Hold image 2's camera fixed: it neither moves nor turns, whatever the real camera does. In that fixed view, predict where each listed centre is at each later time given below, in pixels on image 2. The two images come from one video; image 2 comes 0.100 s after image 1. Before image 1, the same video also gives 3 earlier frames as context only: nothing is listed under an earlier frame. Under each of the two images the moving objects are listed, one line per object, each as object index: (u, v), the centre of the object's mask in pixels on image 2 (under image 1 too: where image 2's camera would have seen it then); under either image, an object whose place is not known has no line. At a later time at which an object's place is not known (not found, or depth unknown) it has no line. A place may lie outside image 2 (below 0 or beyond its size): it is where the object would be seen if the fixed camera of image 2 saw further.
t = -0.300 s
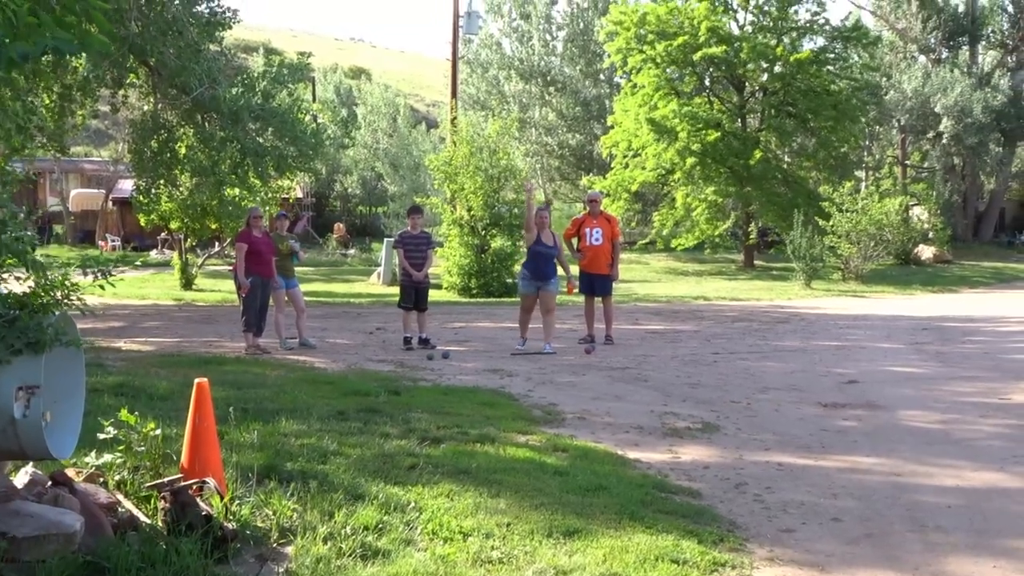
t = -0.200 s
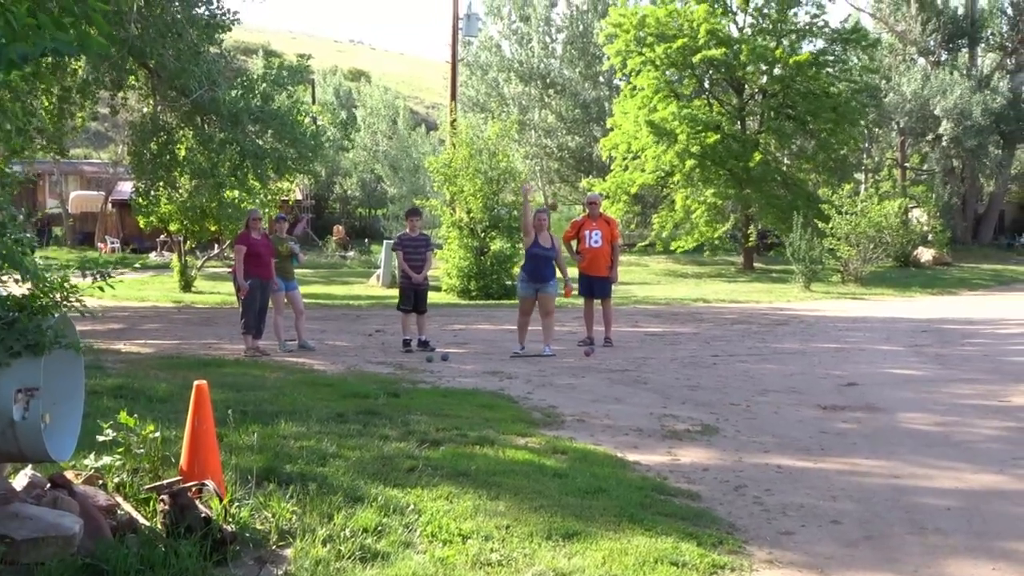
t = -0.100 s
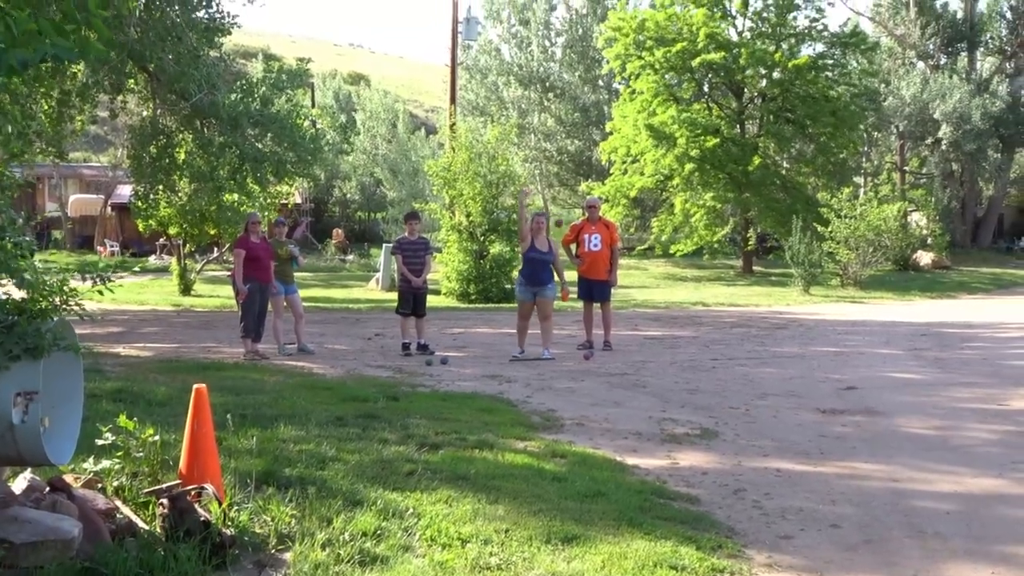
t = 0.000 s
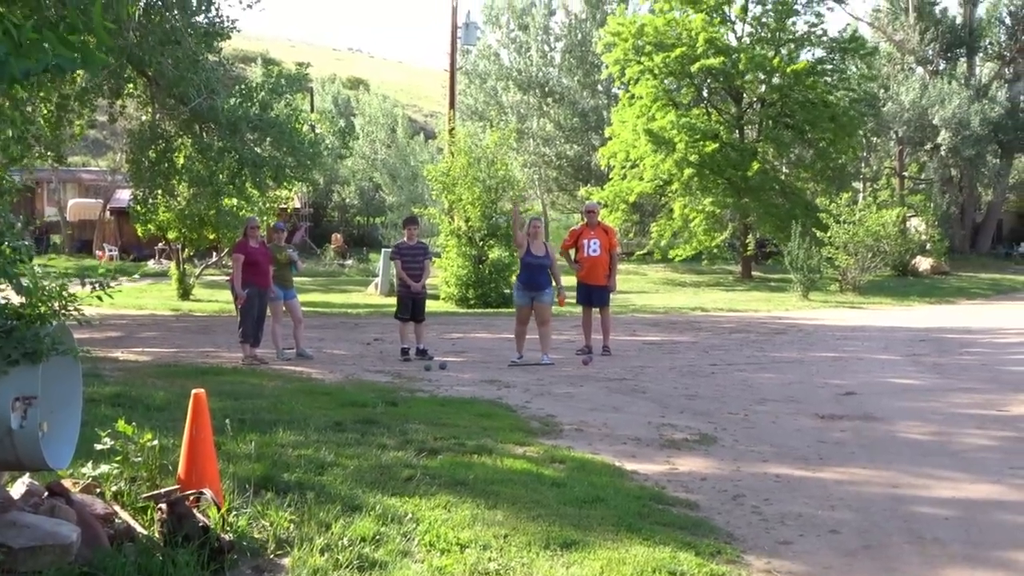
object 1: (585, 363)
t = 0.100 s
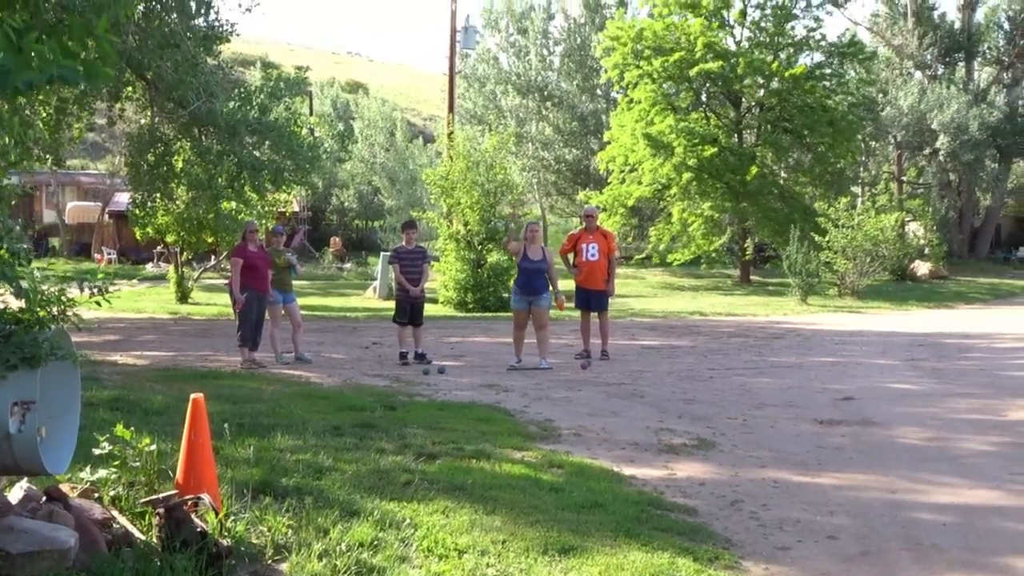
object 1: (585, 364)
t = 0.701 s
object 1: (629, 439)
